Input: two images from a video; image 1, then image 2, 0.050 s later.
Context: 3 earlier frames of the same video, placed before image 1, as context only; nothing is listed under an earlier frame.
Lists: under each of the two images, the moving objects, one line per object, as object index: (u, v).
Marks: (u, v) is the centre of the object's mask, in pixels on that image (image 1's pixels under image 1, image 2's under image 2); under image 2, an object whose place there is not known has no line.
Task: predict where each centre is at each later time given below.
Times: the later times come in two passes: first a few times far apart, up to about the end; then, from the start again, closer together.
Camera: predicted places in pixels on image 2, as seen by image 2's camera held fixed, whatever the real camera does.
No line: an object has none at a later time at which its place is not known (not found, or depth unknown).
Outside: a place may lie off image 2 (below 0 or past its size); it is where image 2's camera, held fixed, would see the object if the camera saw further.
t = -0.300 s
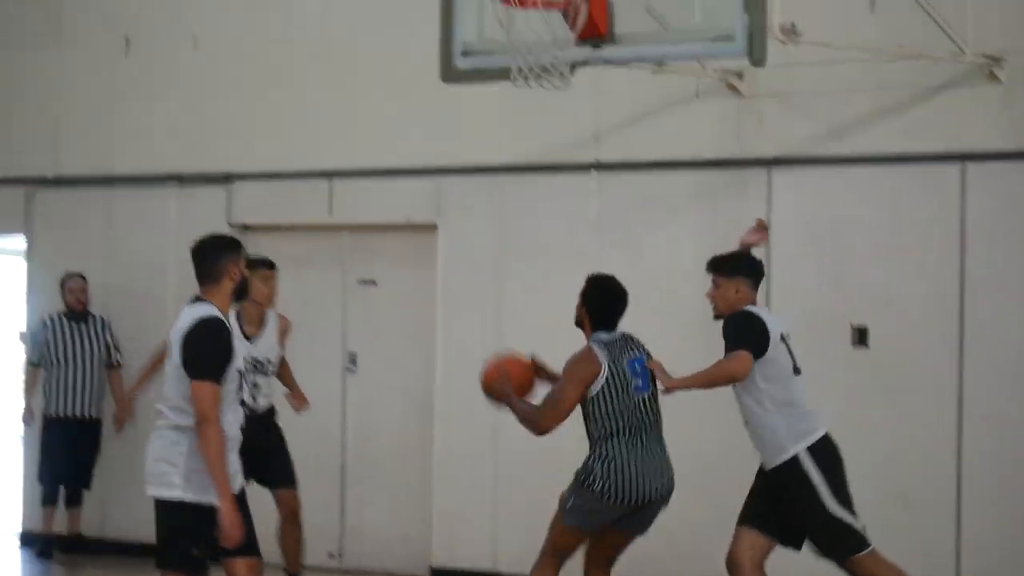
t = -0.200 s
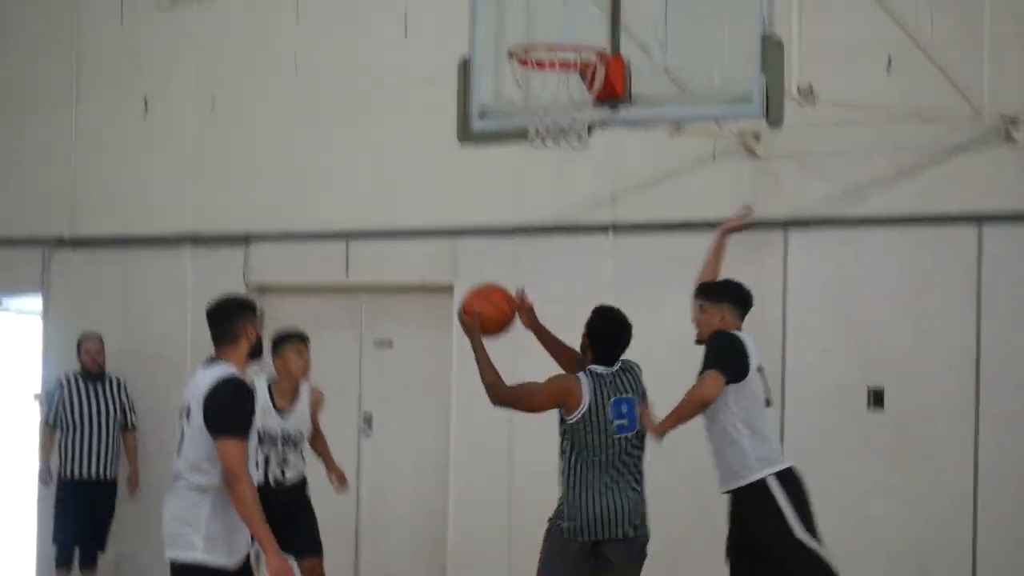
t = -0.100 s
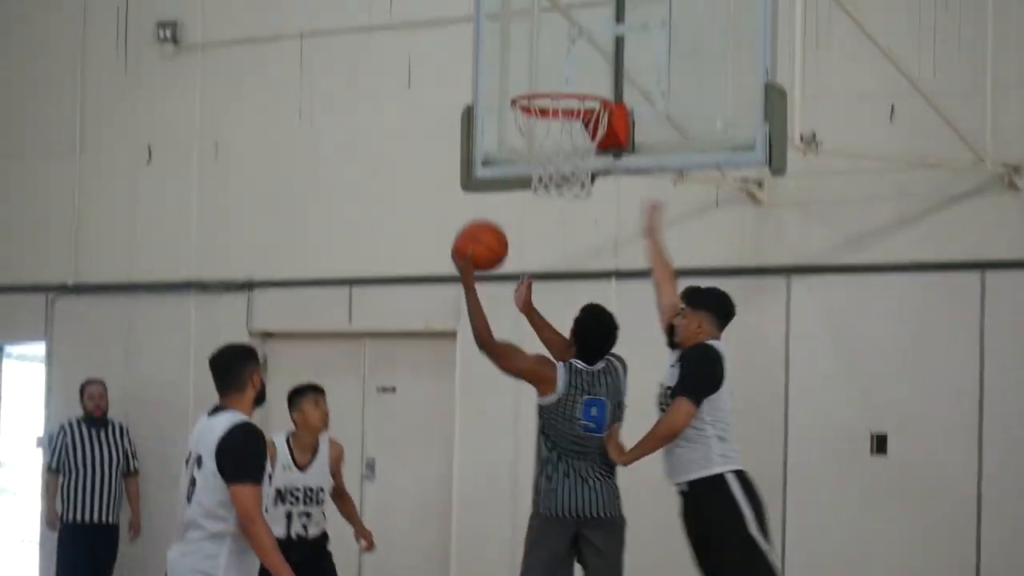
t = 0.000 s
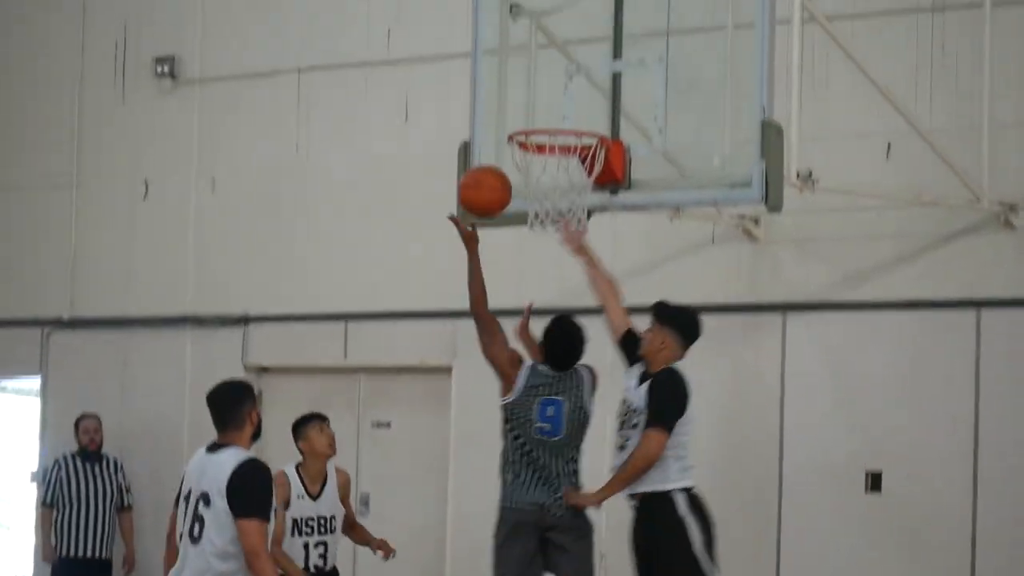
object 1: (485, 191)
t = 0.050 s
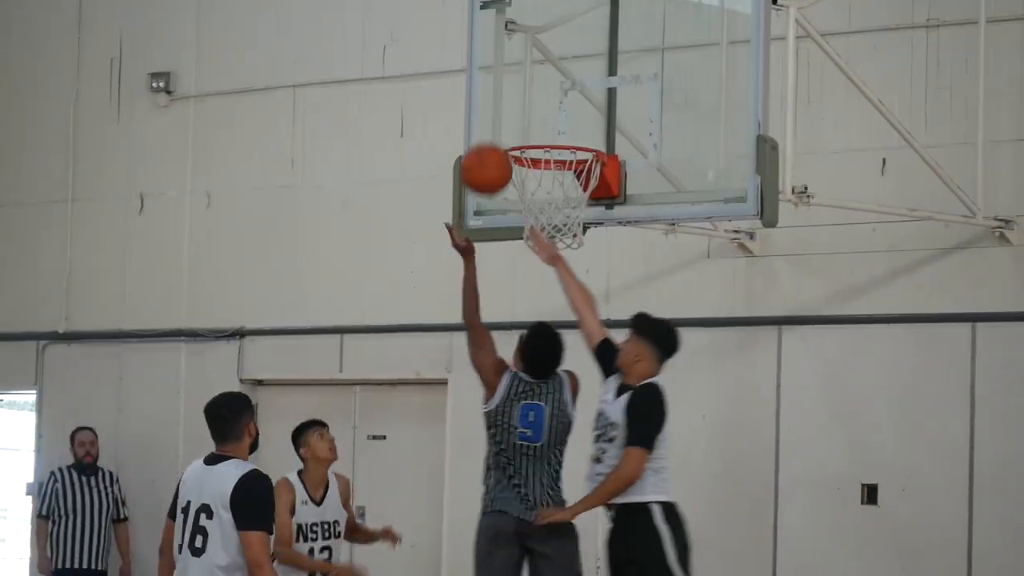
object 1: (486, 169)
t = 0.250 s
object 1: (506, 81)
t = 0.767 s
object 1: (546, 178)
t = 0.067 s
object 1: (487, 158)
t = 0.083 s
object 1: (489, 148)
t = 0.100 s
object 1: (491, 139)
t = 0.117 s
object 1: (493, 130)
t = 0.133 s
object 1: (495, 121)
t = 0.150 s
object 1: (496, 114)
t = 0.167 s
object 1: (498, 107)
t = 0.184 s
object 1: (500, 100)
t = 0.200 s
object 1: (502, 95)
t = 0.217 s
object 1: (503, 90)
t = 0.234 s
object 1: (505, 85)
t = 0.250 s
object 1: (506, 81)
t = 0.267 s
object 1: (508, 77)
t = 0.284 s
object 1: (510, 74)
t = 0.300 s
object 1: (511, 72)
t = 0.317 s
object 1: (513, 70)
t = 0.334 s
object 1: (514, 69)
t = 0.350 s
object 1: (515, 69)
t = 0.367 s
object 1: (516, 69)
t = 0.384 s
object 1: (518, 70)
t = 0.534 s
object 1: (529, 101)
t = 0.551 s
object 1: (530, 108)
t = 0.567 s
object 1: (531, 114)
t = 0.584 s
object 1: (532, 121)
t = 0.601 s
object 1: (533, 126)
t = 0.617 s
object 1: (534, 127)
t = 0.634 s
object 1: (536, 128)
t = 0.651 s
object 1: (537, 130)
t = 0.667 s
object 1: (538, 132)
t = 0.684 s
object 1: (539, 135)
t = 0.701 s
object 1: (542, 146)
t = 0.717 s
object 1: (543, 158)
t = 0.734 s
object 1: (543, 164)
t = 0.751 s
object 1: (543, 171)
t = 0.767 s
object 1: (546, 178)
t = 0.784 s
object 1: (547, 187)
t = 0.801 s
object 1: (547, 196)
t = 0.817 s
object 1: (549, 201)
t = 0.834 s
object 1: (550, 206)
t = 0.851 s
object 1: (552, 209)
